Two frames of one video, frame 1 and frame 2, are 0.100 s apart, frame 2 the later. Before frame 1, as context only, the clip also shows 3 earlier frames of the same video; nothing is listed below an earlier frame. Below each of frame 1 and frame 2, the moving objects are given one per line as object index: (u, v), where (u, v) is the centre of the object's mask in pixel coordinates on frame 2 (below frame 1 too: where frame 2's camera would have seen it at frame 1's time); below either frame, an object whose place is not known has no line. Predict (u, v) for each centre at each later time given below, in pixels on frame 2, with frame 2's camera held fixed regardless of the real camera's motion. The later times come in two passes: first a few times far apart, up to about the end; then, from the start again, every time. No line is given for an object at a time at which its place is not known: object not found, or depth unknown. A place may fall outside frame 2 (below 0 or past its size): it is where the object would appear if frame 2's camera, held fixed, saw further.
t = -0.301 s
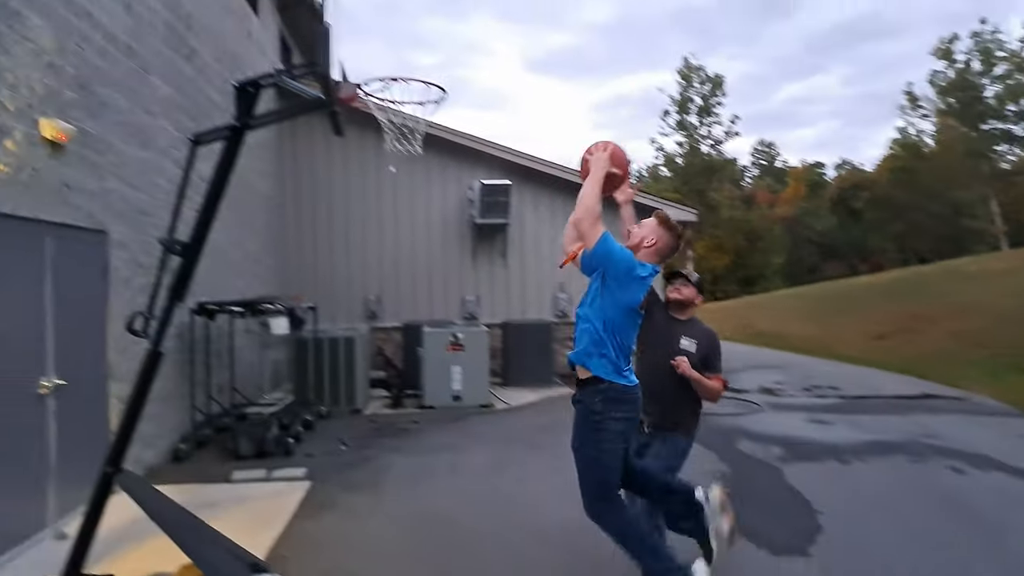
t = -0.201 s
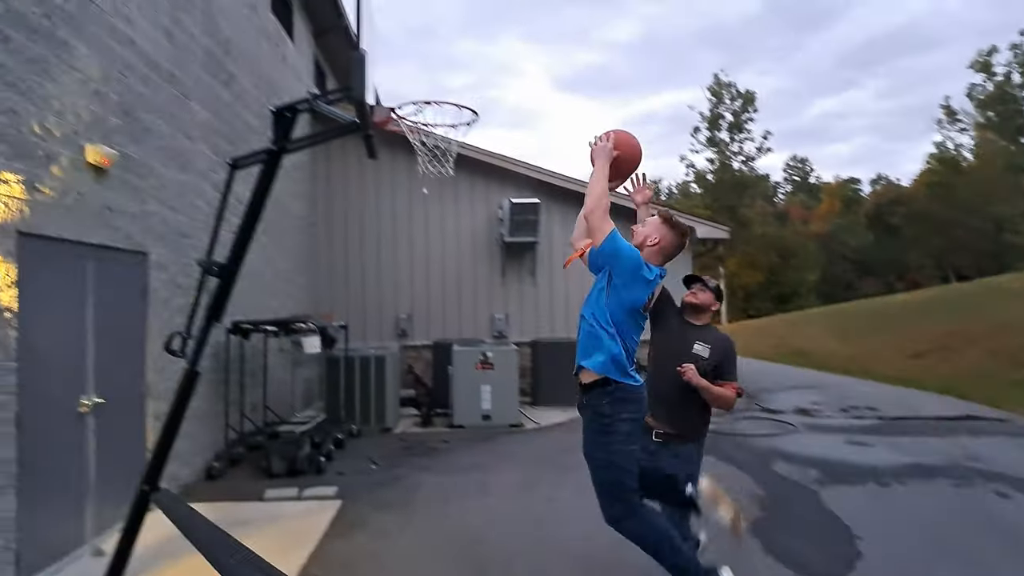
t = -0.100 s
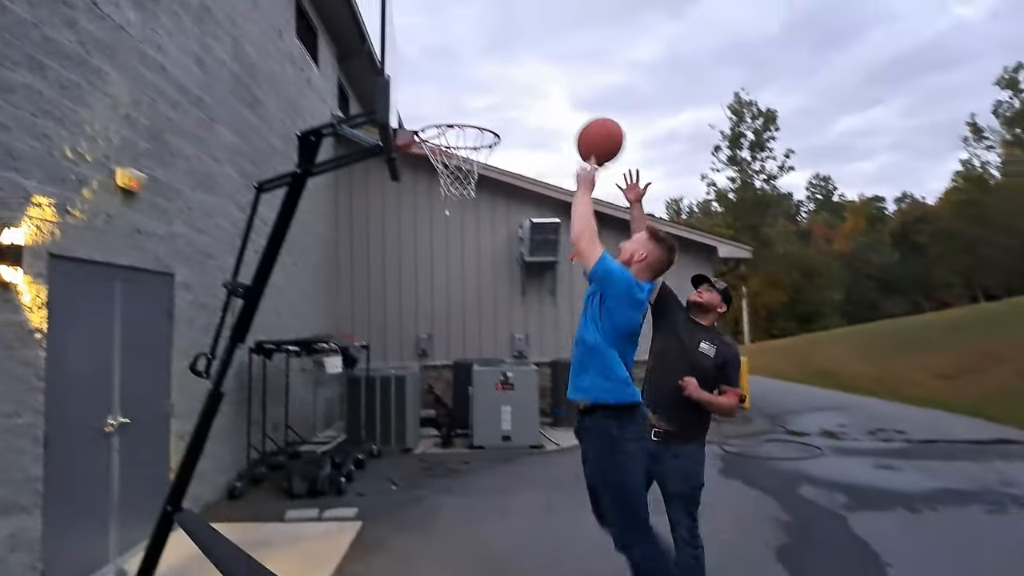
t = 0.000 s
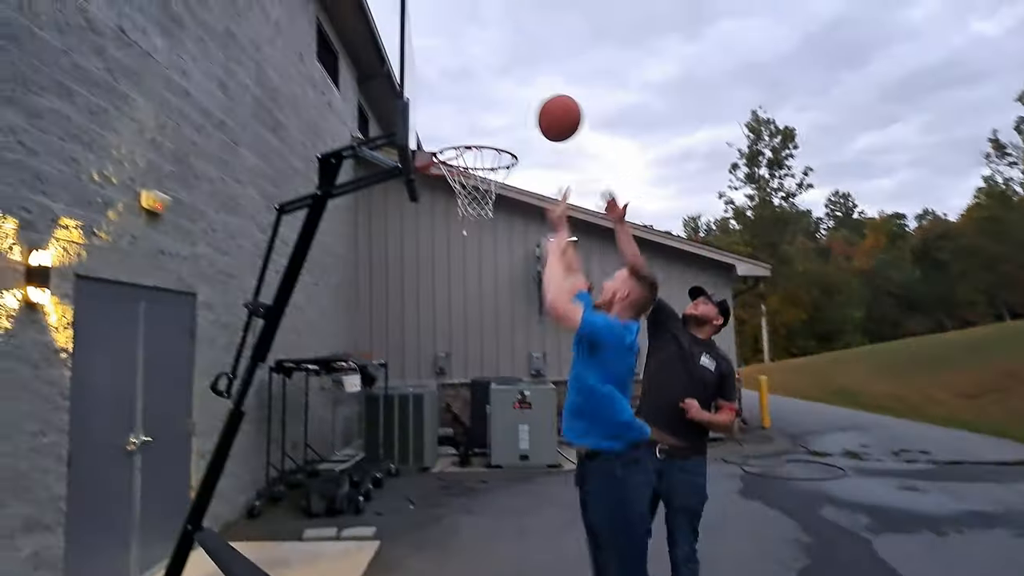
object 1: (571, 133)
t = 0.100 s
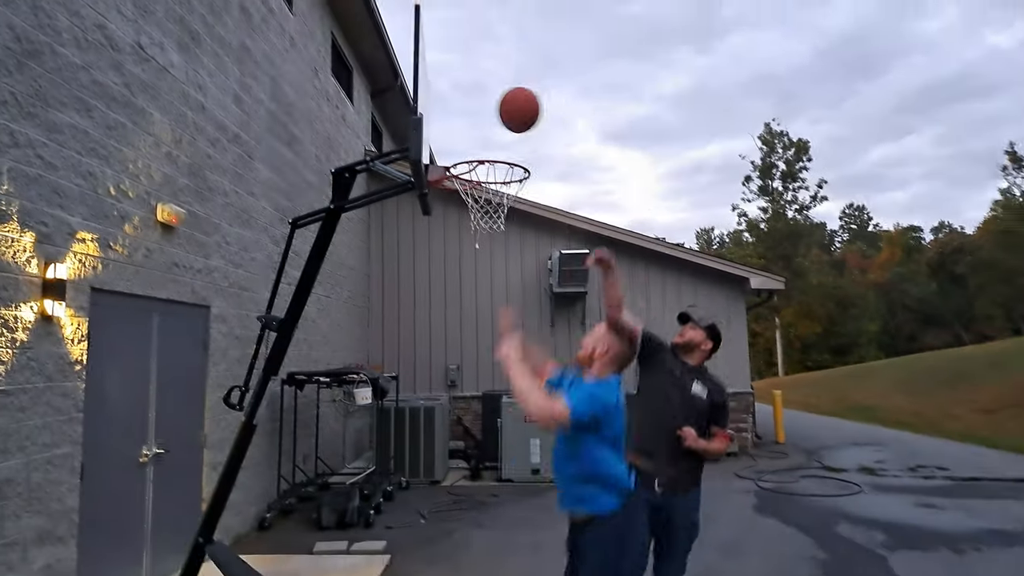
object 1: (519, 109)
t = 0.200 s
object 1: (470, 105)
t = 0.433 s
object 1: (495, 167)
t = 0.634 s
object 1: (506, 220)
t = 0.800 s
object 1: (486, 281)
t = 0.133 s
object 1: (502, 106)
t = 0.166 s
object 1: (486, 104)
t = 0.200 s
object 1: (470, 105)
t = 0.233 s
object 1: (455, 108)
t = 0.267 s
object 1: (443, 113)
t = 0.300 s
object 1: (453, 120)
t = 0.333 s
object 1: (463, 129)
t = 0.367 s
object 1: (474, 140)
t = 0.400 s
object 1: (484, 153)
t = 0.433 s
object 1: (495, 167)
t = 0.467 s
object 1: (505, 184)
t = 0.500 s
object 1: (516, 198)
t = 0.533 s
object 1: (517, 208)
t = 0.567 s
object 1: (513, 211)
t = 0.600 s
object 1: (510, 215)
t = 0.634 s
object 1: (506, 220)
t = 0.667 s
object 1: (502, 231)
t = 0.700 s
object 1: (498, 240)
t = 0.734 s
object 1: (494, 251)
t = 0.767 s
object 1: (490, 265)
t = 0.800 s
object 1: (486, 281)
